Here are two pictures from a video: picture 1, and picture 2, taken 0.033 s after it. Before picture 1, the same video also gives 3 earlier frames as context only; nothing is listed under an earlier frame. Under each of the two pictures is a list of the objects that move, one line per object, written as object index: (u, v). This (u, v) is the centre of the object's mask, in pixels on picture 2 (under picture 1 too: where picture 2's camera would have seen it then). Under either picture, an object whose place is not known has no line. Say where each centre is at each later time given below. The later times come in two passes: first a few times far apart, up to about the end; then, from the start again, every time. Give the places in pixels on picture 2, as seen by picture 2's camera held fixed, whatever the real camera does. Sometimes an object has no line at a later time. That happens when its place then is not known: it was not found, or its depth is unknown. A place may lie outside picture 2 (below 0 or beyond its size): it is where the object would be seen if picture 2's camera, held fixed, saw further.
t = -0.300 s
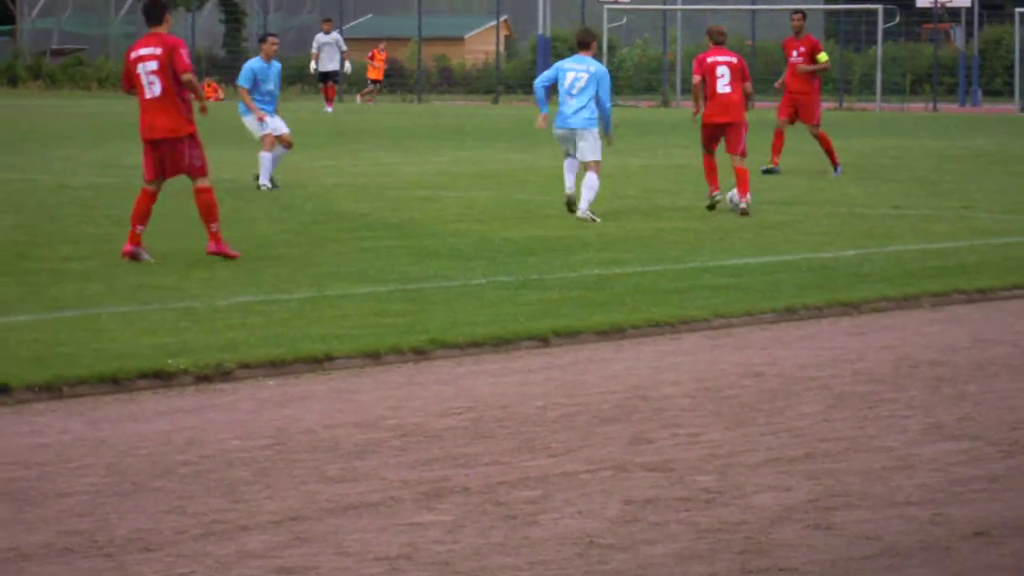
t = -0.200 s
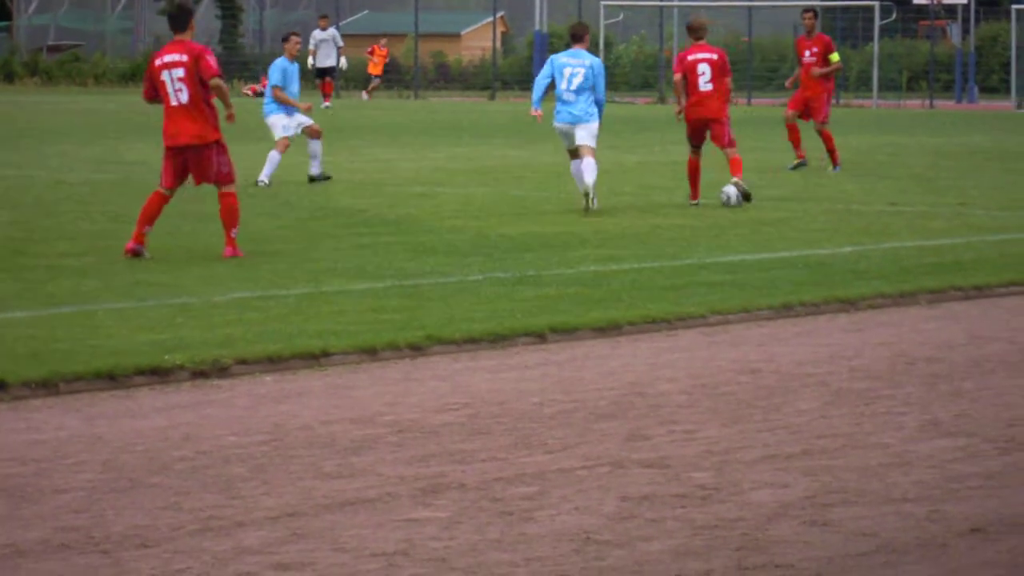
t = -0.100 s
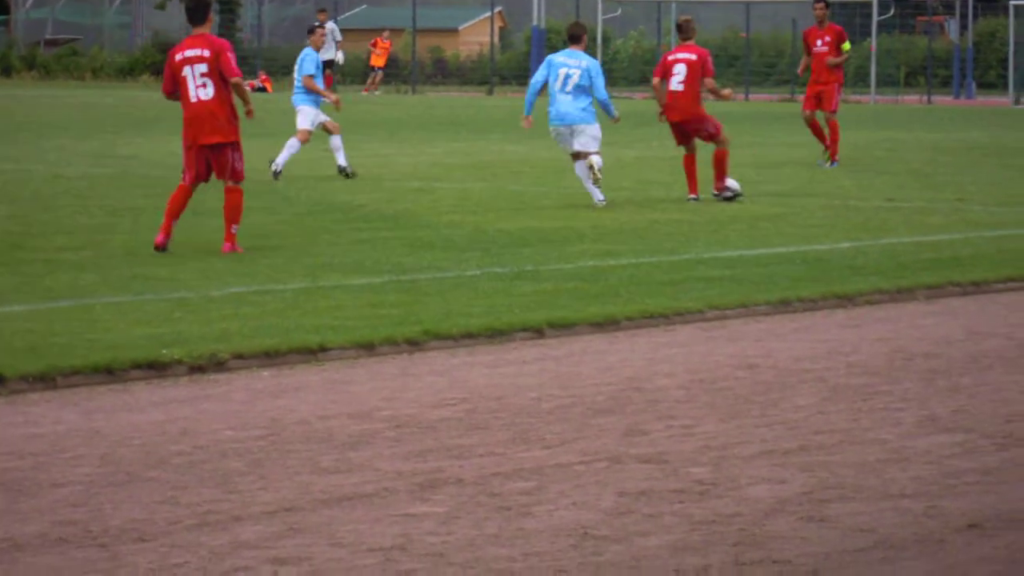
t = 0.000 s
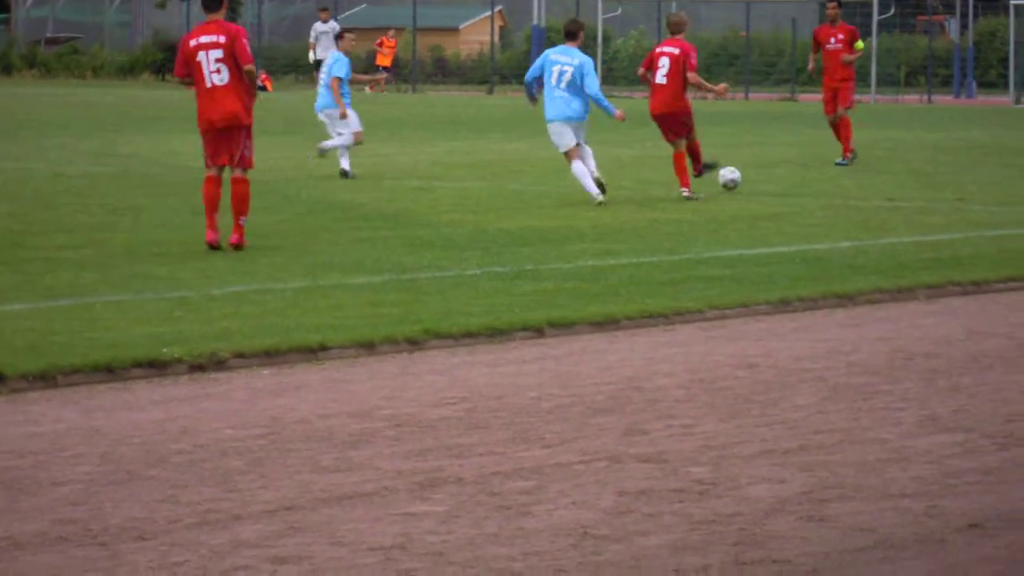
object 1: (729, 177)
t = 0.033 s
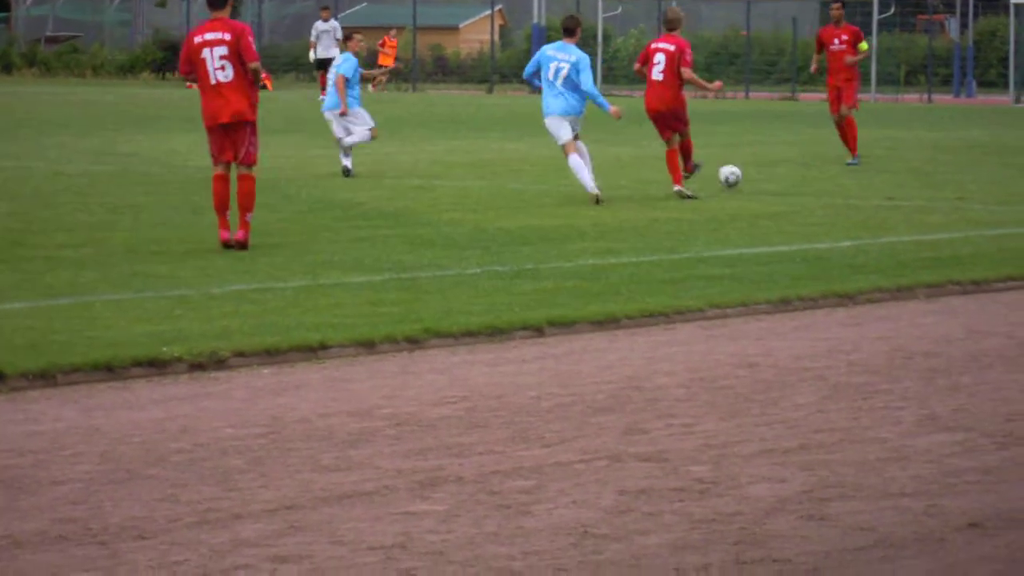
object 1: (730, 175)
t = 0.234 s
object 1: (731, 166)
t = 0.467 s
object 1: (735, 157)
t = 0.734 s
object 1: (740, 148)
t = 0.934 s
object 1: (743, 145)
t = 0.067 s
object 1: (730, 175)
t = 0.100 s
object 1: (730, 174)
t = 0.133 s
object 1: (730, 172)
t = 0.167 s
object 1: (731, 170)
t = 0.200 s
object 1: (731, 167)
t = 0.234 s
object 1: (731, 166)
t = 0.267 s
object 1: (732, 166)
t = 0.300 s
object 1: (732, 164)
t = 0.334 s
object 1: (734, 161)
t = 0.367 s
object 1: (733, 158)
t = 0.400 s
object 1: (734, 157)
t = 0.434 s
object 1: (734, 156)
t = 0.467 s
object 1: (735, 157)
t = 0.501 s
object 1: (736, 156)
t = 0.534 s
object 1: (737, 154)
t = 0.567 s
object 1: (738, 152)
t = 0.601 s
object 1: (738, 151)
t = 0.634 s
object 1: (738, 151)
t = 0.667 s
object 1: (739, 151)
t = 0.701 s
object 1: (739, 149)
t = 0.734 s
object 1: (740, 148)
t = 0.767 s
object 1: (740, 147)
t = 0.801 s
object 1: (741, 147)
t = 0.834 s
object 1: (742, 147)
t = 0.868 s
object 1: (742, 146)
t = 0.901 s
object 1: (742, 145)
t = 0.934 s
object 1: (743, 145)
